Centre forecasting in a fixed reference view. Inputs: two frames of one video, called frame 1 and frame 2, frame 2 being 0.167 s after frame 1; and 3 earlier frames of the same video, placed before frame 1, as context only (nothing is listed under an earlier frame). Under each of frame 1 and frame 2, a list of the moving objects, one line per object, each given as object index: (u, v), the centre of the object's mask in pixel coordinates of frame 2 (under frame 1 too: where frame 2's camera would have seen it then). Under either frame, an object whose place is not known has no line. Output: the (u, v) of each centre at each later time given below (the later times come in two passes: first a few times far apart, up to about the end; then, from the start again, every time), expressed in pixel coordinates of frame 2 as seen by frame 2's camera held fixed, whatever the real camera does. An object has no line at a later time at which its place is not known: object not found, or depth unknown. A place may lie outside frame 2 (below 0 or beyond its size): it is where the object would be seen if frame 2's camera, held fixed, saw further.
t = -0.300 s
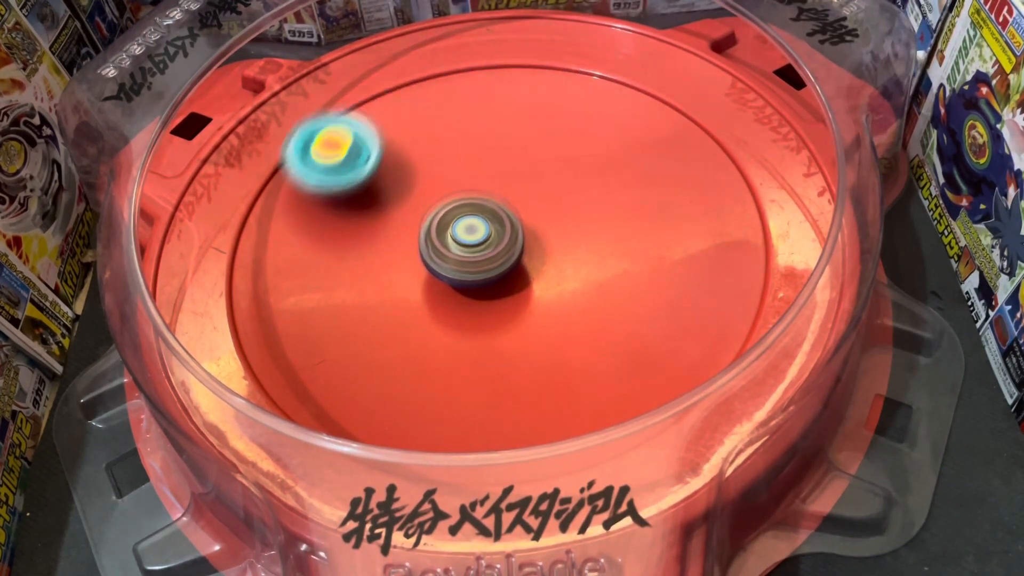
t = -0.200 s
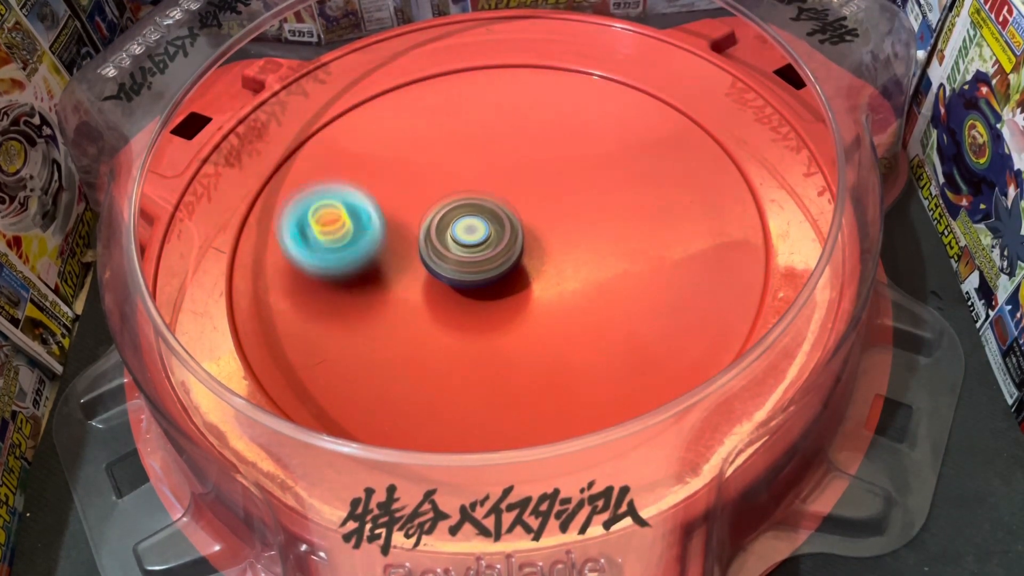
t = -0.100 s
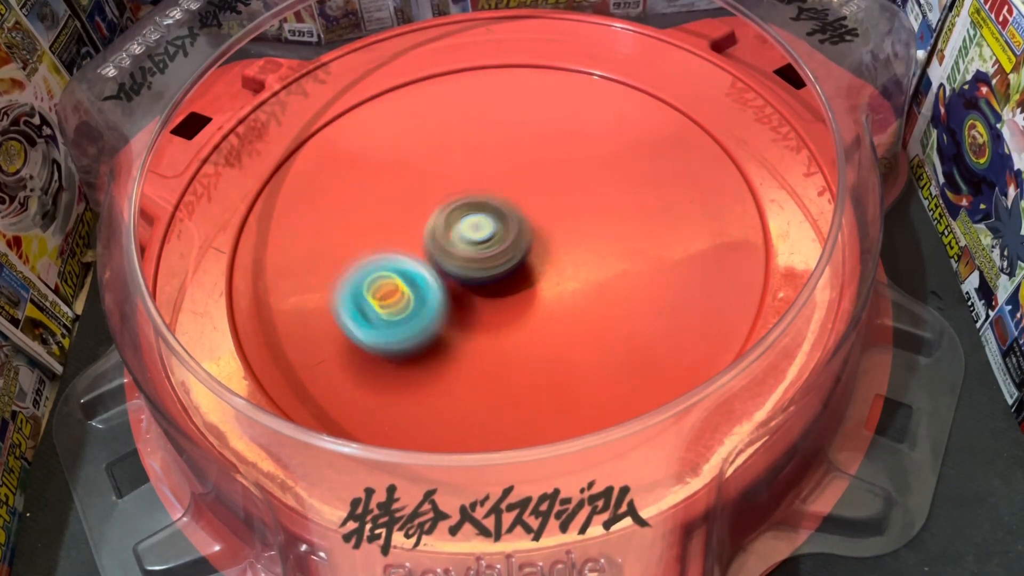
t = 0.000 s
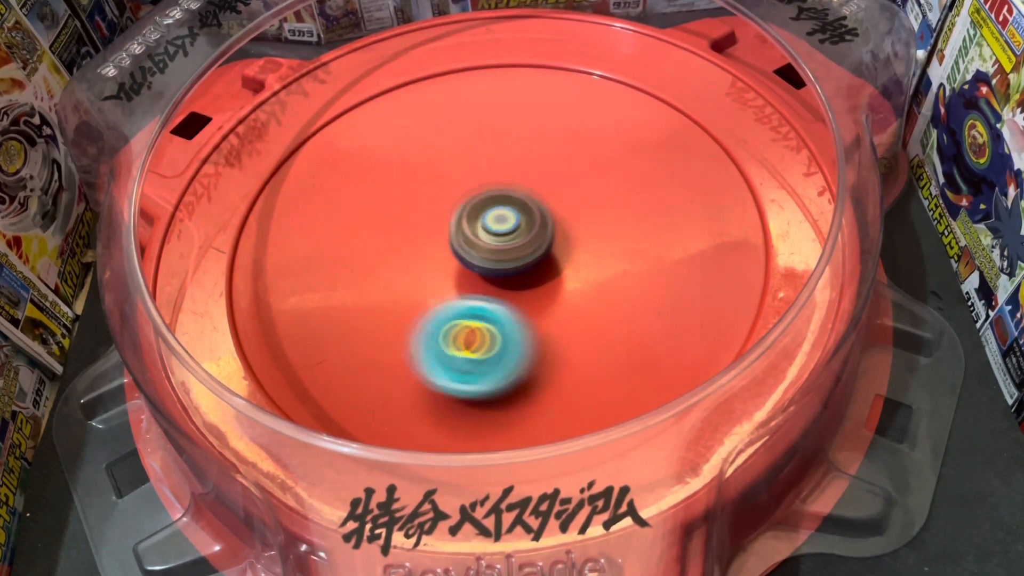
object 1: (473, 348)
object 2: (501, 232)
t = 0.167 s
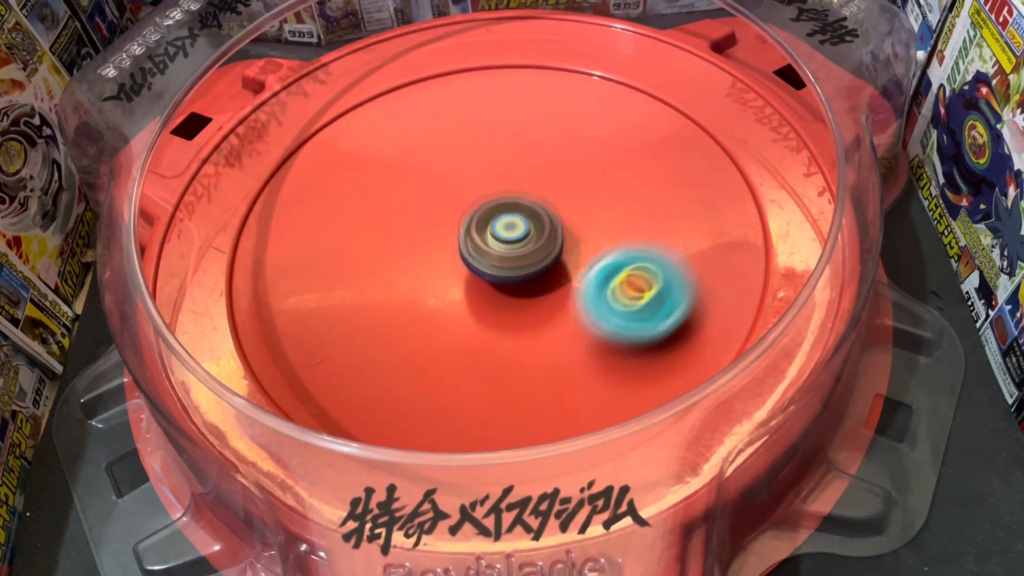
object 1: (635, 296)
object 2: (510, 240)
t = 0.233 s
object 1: (671, 244)
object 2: (510, 244)
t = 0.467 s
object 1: (595, 99)
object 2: (504, 255)
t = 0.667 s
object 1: (420, 130)
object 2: (500, 258)
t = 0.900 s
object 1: (396, 308)
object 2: (500, 256)
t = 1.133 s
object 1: (623, 333)
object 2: (502, 254)
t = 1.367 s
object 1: (668, 173)
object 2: (506, 249)
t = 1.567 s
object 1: (501, 131)
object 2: (506, 243)
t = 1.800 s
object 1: (357, 260)
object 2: (507, 239)
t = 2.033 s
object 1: (485, 387)
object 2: (506, 235)
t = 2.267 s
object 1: (665, 280)
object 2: (504, 229)
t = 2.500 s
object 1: (549, 150)
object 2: (500, 227)
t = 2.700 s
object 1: (394, 156)
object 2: (482, 237)
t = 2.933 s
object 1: (325, 295)
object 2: (475, 232)
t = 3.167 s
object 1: (505, 357)
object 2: (472, 228)
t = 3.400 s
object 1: (610, 216)
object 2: (473, 227)
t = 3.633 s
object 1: (478, 128)
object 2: (476, 228)
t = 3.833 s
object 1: (351, 190)
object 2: (478, 234)
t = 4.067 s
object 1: (417, 321)
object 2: (480, 241)
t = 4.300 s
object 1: (600, 263)
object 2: (483, 248)
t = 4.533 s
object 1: (565, 138)
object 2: (486, 254)
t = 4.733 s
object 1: (429, 145)
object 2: (488, 256)
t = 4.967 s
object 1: (361, 275)
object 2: (526, 258)
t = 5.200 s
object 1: (474, 355)
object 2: (568, 265)
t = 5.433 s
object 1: (575, 389)
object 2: (608, 146)
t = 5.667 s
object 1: (624, 284)
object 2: (604, 150)
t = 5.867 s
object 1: (560, 435)
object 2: (516, 23)
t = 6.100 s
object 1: (491, 465)
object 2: (395, 159)
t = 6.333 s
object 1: (499, 416)
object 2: (424, 334)
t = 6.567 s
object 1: (568, 392)
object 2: (438, 230)
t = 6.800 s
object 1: (498, 290)
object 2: (449, 172)
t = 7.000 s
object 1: (414, 243)
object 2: (453, 159)
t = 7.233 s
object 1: (362, 239)
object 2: (451, 162)
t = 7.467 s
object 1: (349, 234)
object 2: (446, 187)
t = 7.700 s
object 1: (244, 289)
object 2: (577, 157)
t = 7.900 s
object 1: (344, 320)
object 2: (580, 204)
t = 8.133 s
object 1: (458, 237)
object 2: (597, 253)
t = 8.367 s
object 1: (470, 154)
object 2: (599, 290)
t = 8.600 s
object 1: (477, 118)
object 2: (565, 308)
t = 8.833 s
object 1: (492, 126)
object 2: (538, 299)
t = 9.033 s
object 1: (535, 155)
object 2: (529, 289)
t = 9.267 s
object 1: (591, 184)
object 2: (518, 268)
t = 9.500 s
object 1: (621, 204)
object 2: (511, 245)
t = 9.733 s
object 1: (621, 230)
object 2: (503, 228)
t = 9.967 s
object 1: (589, 265)
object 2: (493, 216)
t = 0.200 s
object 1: (656, 271)
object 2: (510, 242)
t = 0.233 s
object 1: (671, 244)
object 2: (510, 244)
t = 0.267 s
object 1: (678, 218)
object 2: (509, 246)
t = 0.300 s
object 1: (679, 192)
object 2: (509, 248)
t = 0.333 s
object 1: (673, 167)
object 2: (507, 250)
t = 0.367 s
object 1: (661, 146)
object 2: (506, 252)
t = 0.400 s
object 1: (644, 126)
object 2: (505, 253)
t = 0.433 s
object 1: (621, 111)
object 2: (505, 254)
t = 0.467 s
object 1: (595, 99)
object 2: (504, 255)
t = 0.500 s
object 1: (567, 92)
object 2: (503, 256)
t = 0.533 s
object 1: (536, 89)
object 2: (502, 257)
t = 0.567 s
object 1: (505, 92)
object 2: (502, 257)
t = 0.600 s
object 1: (474, 100)
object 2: (501, 257)
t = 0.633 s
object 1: (446, 113)
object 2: (501, 257)
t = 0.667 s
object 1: (420, 130)
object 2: (500, 258)
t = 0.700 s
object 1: (398, 151)
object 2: (500, 258)
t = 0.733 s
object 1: (382, 175)
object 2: (500, 258)
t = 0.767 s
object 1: (372, 201)
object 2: (500, 258)
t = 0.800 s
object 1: (367, 228)
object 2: (500, 257)
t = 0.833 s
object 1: (369, 256)
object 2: (500, 257)
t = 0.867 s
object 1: (379, 283)
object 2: (500, 257)
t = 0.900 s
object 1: (396, 308)
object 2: (500, 256)
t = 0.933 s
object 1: (419, 328)
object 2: (500, 256)
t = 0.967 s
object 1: (450, 343)
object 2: (501, 255)
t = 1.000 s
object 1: (483, 353)
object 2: (501, 255)
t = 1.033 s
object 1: (518, 357)
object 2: (501, 255)
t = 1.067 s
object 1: (554, 355)
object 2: (501, 255)
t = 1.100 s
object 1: (591, 347)
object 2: (502, 254)
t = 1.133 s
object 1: (623, 333)
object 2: (502, 254)
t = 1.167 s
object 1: (651, 314)
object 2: (503, 252)
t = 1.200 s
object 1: (671, 291)
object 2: (503, 251)
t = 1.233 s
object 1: (684, 266)
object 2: (504, 251)
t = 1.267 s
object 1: (691, 240)
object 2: (504, 250)
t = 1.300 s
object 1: (690, 216)
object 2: (505, 250)
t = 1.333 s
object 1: (683, 193)
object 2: (505, 250)
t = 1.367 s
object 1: (668, 173)
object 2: (506, 249)
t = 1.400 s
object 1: (648, 155)
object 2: (506, 248)
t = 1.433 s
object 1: (624, 141)
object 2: (506, 246)
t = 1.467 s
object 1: (596, 132)
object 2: (506, 245)
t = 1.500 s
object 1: (565, 127)
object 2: (506, 245)
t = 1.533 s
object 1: (533, 127)
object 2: (507, 244)
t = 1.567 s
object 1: (501, 131)
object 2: (506, 243)
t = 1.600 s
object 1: (470, 139)
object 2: (506, 241)
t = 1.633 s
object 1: (441, 152)
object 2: (506, 240)
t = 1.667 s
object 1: (415, 169)
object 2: (506, 240)
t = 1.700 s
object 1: (393, 189)
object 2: (507, 240)
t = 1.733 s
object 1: (375, 211)
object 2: (507, 240)
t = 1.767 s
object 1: (363, 235)
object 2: (507, 240)
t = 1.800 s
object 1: (357, 260)
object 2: (507, 239)
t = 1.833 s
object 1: (358, 285)
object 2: (507, 238)
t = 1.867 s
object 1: (365, 311)
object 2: (507, 238)
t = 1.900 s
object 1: (378, 334)
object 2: (507, 238)
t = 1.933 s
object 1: (398, 354)
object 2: (507, 236)
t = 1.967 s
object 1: (422, 370)
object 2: (506, 236)
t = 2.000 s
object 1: (452, 381)
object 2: (506, 236)
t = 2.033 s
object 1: (485, 387)
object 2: (506, 235)
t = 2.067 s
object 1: (520, 387)
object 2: (505, 233)
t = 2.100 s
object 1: (555, 381)
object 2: (505, 232)
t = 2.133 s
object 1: (588, 370)
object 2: (505, 231)
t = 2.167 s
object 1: (617, 353)
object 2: (504, 231)
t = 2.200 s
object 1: (640, 331)
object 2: (504, 231)
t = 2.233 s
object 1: (656, 307)
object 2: (504, 229)
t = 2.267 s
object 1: (665, 280)
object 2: (504, 229)
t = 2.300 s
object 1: (666, 255)
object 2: (504, 229)
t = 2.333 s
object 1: (659, 230)
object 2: (503, 229)
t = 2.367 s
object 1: (646, 208)
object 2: (503, 228)
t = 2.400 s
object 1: (627, 189)
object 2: (503, 228)
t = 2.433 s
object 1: (604, 173)
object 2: (502, 227)
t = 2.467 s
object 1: (578, 161)
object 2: (502, 226)
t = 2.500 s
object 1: (549, 150)
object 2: (500, 227)
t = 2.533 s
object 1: (524, 140)
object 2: (495, 232)
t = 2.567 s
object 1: (498, 134)
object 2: (491, 234)
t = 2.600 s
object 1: (472, 133)
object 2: (488, 236)
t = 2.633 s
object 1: (445, 137)
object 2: (485, 236)
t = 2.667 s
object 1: (419, 145)
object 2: (483, 237)
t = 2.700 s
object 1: (394, 156)
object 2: (482, 237)
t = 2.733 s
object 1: (371, 171)
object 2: (481, 236)
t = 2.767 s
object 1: (352, 187)
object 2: (479, 235)
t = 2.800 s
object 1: (337, 206)
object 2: (478, 235)
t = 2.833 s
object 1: (326, 227)
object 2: (477, 235)
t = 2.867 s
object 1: (319, 249)
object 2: (476, 233)
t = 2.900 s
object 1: (319, 272)
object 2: (475, 233)
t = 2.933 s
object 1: (325, 295)
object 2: (475, 232)
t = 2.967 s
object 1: (336, 317)
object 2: (474, 231)
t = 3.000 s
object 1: (355, 337)
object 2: (473, 231)
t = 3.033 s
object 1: (378, 352)
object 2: (473, 229)
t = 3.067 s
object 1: (407, 362)
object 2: (473, 230)
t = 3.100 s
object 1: (439, 366)
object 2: (472, 229)
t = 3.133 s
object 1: (472, 364)
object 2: (472, 229)
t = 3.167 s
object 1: (505, 357)
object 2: (472, 228)
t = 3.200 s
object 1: (536, 345)
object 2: (472, 227)
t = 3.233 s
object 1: (563, 329)
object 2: (472, 227)
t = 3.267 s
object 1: (584, 309)
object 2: (472, 227)
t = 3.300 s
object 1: (601, 287)
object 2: (472, 227)
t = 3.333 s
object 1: (610, 263)
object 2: (472, 227)
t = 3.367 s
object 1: (613, 239)
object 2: (472, 227)
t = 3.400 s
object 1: (610, 216)
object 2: (473, 227)
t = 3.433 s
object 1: (602, 196)
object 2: (473, 227)
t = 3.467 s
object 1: (589, 177)
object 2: (473, 227)
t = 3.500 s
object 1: (572, 161)
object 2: (474, 227)
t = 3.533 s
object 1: (551, 147)
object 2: (474, 227)
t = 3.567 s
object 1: (529, 137)
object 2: (474, 228)
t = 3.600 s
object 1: (503, 131)
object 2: (475, 228)
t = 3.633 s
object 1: (478, 128)
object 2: (476, 228)
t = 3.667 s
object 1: (452, 130)
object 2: (476, 229)
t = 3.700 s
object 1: (427, 135)
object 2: (476, 230)
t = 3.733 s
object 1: (404, 144)
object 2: (477, 231)
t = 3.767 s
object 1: (383, 157)
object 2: (477, 232)
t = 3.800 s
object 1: (365, 172)
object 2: (477, 233)
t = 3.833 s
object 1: (351, 190)
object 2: (478, 234)
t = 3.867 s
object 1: (343, 210)
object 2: (478, 235)
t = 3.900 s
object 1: (340, 231)
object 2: (478, 236)
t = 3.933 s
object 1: (343, 253)
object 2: (478, 238)
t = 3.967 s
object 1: (353, 274)
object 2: (479, 238)
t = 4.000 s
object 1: (369, 293)
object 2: (479, 240)
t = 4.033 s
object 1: (391, 309)
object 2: (479, 240)
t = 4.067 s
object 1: (417, 321)
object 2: (480, 241)
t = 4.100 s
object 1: (446, 326)
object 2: (480, 241)
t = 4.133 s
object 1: (477, 327)
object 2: (481, 241)
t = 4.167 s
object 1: (507, 323)
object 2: (480, 242)
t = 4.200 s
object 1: (536, 314)
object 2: (480, 244)
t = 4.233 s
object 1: (561, 300)
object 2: (480, 246)
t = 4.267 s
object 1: (583, 282)
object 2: (482, 247)
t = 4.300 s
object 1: (600, 263)
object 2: (483, 248)
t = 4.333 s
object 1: (610, 242)
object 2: (484, 249)
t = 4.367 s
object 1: (615, 220)
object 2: (484, 250)
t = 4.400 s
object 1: (614, 200)
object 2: (485, 251)
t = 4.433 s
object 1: (608, 181)
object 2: (485, 251)
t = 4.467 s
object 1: (598, 165)
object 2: (485, 252)
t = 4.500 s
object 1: (583, 150)
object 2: (486, 252)
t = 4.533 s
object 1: (565, 138)
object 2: (486, 254)
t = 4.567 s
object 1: (544, 129)
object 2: (486, 255)
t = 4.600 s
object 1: (521, 124)
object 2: (486, 255)
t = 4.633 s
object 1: (497, 123)
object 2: (487, 256)
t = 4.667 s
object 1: (473, 127)
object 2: (487, 256)
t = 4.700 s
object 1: (450, 134)
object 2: (487, 256)
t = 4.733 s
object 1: (429, 145)
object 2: (488, 256)
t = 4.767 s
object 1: (410, 160)
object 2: (488, 257)
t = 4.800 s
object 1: (396, 177)
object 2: (489, 257)
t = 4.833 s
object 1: (386, 196)
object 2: (489, 257)
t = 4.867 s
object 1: (381, 217)
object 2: (489, 257)
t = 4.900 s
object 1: (382, 239)
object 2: (489, 258)
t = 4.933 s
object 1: (373, 258)
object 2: (504, 259)
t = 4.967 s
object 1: (361, 275)
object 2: (526, 258)
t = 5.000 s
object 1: (356, 292)
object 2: (542, 257)
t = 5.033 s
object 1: (361, 308)
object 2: (553, 256)
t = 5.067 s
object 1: (373, 323)
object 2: (560, 258)
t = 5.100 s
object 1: (391, 336)
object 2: (564, 259)
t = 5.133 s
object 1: (414, 347)
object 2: (567, 261)
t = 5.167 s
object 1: (443, 354)
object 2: (568, 263)
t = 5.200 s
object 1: (474, 355)
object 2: (568, 265)
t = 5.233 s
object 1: (506, 351)
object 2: (568, 267)
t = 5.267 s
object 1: (528, 355)
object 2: (573, 260)
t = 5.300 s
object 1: (535, 377)
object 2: (588, 229)
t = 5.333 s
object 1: (542, 391)
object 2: (597, 202)
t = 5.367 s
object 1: (551, 395)
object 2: (604, 179)
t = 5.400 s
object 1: (562, 394)
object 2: (608, 160)
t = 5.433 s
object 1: (575, 389)
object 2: (608, 146)
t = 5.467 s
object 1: (589, 381)
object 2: (608, 137)
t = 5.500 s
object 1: (601, 369)
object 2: (608, 133)
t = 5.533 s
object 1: (612, 355)
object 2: (608, 133)
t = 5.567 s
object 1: (621, 339)
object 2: (608, 135)
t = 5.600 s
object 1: (626, 321)
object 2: (607, 139)
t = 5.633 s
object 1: (628, 303)
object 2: (605, 144)
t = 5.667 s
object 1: (624, 284)
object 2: (604, 150)
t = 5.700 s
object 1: (616, 265)
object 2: (601, 157)
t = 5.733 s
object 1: (604, 252)
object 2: (597, 162)
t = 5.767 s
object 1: (597, 299)
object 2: (582, 120)
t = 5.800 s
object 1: (587, 357)
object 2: (566, 70)
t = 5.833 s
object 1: (574, 395)
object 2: (542, 34)
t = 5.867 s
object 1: (560, 435)
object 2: (516, 23)
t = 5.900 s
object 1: (541, 443)
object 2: (493, 30)
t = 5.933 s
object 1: (520, 460)
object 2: (472, 40)
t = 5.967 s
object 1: (504, 465)
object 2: (452, 59)
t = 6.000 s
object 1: (496, 466)
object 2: (433, 80)
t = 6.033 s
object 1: (491, 466)
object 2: (417, 105)
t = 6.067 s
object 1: (489, 465)
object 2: (405, 131)
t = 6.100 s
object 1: (491, 465)
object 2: (395, 159)
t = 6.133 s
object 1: (491, 465)
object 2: (389, 188)
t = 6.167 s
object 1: (492, 451)
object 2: (386, 217)
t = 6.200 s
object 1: (492, 451)
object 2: (387, 247)
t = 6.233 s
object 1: (494, 447)
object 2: (391, 273)
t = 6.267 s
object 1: (495, 441)
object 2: (399, 297)
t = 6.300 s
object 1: (498, 433)
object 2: (411, 318)
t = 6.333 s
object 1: (499, 416)
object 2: (424, 334)
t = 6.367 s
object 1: (501, 410)
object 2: (436, 342)
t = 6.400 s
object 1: (519, 415)
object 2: (439, 328)
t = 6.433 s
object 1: (535, 430)
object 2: (439, 306)
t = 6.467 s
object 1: (548, 431)
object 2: (437, 284)
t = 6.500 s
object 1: (555, 410)
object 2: (437, 264)
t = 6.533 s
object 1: (563, 402)
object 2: (437, 246)
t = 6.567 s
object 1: (568, 392)
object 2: (438, 230)
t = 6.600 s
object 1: (568, 379)
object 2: (440, 217)
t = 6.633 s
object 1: (563, 364)
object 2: (442, 206)
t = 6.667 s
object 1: (555, 349)
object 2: (444, 196)
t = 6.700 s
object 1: (543, 334)
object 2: (445, 189)
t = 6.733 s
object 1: (529, 319)
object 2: (447, 183)
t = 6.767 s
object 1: (514, 304)
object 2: (448, 177)
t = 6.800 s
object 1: (498, 290)
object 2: (449, 172)
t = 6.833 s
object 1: (482, 278)
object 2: (450, 169)
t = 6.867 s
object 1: (467, 267)
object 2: (451, 166)
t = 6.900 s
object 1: (452, 258)
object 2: (452, 164)
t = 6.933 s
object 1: (438, 251)
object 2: (452, 161)
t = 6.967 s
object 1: (426, 246)
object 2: (453, 160)
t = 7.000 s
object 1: (414, 243)
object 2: (453, 159)
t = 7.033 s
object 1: (404, 241)
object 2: (453, 158)
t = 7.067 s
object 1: (395, 240)
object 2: (453, 158)
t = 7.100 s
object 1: (387, 240)
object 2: (453, 157)
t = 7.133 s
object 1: (380, 239)
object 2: (452, 158)
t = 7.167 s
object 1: (373, 239)
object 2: (452, 159)
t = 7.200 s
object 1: (367, 239)
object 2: (451, 160)
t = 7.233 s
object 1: (362, 239)
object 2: (451, 162)
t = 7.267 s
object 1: (358, 239)
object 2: (450, 164)
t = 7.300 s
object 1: (355, 239)
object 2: (450, 167)
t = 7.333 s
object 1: (352, 238)
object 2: (449, 171)
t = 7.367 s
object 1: (350, 238)
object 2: (449, 175)
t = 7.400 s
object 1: (349, 237)
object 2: (448, 178)
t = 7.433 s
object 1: (349, 236)
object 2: (447, 183)
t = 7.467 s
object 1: (349, 234)
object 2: (446, 187)
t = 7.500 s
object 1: (350, 232)
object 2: (445, 192)
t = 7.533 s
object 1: (327, 240)
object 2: (464, 186)
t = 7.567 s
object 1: (293, 251)
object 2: (495, 175)
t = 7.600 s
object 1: (270, 261)
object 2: (523, 164)
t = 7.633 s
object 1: (253, 270)
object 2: (546, 158)
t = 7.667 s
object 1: (246, 280)
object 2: (564, 156)
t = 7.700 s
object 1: (244, 289)
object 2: (577, 157)
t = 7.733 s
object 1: (247, 298)
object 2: (584, 162)
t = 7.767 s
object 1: (257, 308)
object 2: (586, 169)
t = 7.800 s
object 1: (273, 315)
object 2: (586, 178)
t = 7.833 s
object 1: (294, 321)
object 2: (584, 186)
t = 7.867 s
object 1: (317, 323)
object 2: (582, 196)
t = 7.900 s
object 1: (344, 320)
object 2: (580, 204)
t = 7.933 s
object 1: (371, 314)
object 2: (577, 213)
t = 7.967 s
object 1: (397, 306)
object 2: (574, 221)
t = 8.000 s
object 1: (421, 294)
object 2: (570, 229)
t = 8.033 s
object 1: (443, 282)
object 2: (567, 237)
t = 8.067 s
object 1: (462, 268)
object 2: (564, 243)
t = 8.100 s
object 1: (461, 254)
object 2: (581, 248)
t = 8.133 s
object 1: (458, 237)
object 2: (597, 253)
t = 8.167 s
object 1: (456, 220)
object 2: (606, 257)
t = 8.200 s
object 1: (458, 205)
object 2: (609, 262)
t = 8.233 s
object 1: (461, 191)
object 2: (610, 267)
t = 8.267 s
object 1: (464, 180)
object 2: (609, 273)
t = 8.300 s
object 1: (466, 171)
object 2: (606, 279)
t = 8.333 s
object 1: (468, 162)
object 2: (603, 285)
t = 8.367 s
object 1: (470, 154)
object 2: (599, 290)
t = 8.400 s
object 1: (471, 146)
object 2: (595, 294)
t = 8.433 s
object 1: (472, 139)
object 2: (591, 298)
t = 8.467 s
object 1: (473, 133)
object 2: (586, 301)
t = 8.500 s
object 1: (474, 128)
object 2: (581, 304)
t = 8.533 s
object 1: (475, 124)
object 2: (576, 306)
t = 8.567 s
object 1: (476, 120)
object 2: (570, 307)
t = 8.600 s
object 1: (477, 118)
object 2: (565, 308)
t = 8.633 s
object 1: (478, 116)
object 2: (560, 308)
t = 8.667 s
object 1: (479, 116)
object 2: (555, 307)
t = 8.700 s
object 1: (481, 116)
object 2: (551, 305)
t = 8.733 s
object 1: (483, 117)
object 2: (547, 304)
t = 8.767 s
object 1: (485, 120)
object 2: (544, 303)
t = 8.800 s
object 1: (488, 122)
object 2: (540, 301)
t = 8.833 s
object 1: (492, 126)
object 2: (538, 299)
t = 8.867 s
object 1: (497, 130)
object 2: (536, 297)
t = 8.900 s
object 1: (504, 134)
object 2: (534, 295)
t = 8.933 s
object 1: (511, 139)
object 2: (533, 294)
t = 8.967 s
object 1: (519, 144)
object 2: (532, 292)
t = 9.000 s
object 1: (527, 149)
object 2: (530, 291)
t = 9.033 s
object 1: (535, 155)
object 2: (529, 289)
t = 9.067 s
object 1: (544, 160)
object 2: (528, 286)
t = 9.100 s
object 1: (553, 165)
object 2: (526, 283)
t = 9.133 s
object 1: (561, 169)
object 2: (524, 280)
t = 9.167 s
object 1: (569, 173)
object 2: (523, 277)
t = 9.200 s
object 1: (577, 177)
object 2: (521, 274)
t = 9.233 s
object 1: (584, 181)
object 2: (520, 272)
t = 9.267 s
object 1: (591, 184)
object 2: (518, 268)
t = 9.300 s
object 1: (597, 187)
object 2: (517, 265)
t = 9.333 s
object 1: (602, 190)
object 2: (516, 261)
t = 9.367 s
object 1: (607, 193)
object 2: (515, 257)
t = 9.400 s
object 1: (612, 196)
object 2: (514, 254)
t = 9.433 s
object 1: (615, 198)
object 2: (513, 251)
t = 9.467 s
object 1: (619, 201)
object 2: (512, 248)
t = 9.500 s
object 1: (621, 204)
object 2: (511, 245)
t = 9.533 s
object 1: (623, 207)
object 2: (510, 242)
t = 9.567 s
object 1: (624, 211)
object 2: (508, 240)
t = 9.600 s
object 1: (625, 214)
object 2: (507, 237)
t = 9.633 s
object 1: (625, 218)
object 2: (506, 235)
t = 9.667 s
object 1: (624, 221)
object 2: (505, 232)
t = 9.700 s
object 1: (623, 226)
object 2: (504, 230)
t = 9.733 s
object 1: (621, 230)
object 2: (503, 228)
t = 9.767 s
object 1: (618, 234)
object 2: (502, 226)
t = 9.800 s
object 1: (615, 239)
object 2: (500, 223)
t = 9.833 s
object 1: (611, 244)
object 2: (499, 222)
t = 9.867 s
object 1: (606, 249)
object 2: (498, 220)
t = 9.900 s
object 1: (601, 254)
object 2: (496, 219)
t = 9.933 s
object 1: (596, 260)
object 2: (495, 218)
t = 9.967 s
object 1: (589, 265)
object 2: (493, 216)
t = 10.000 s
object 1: (583, 271)
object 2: (492, 216)
